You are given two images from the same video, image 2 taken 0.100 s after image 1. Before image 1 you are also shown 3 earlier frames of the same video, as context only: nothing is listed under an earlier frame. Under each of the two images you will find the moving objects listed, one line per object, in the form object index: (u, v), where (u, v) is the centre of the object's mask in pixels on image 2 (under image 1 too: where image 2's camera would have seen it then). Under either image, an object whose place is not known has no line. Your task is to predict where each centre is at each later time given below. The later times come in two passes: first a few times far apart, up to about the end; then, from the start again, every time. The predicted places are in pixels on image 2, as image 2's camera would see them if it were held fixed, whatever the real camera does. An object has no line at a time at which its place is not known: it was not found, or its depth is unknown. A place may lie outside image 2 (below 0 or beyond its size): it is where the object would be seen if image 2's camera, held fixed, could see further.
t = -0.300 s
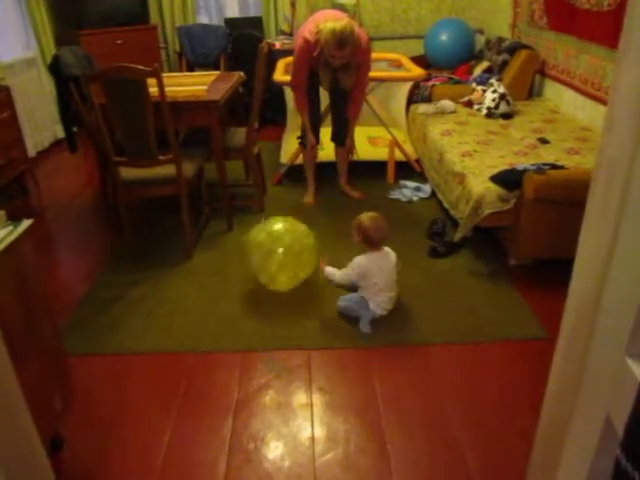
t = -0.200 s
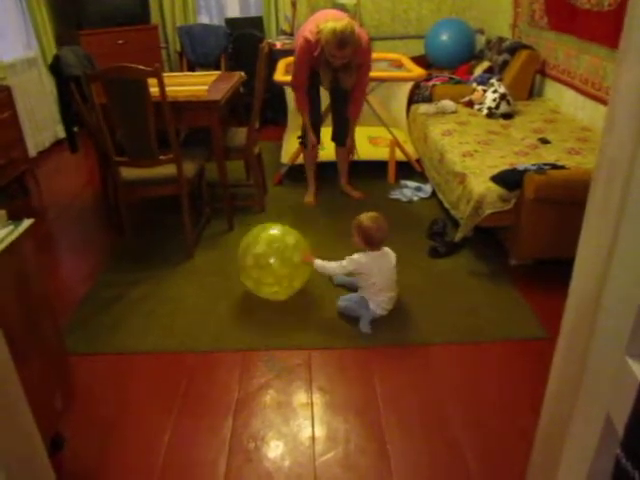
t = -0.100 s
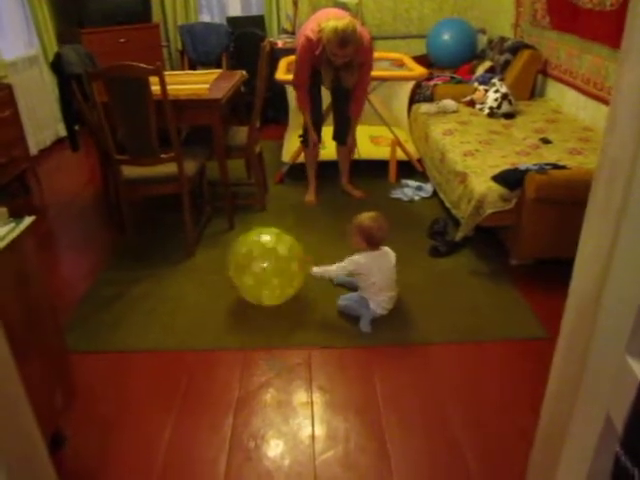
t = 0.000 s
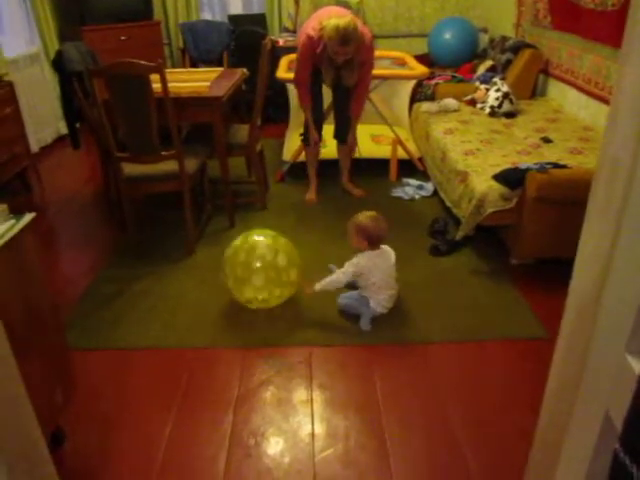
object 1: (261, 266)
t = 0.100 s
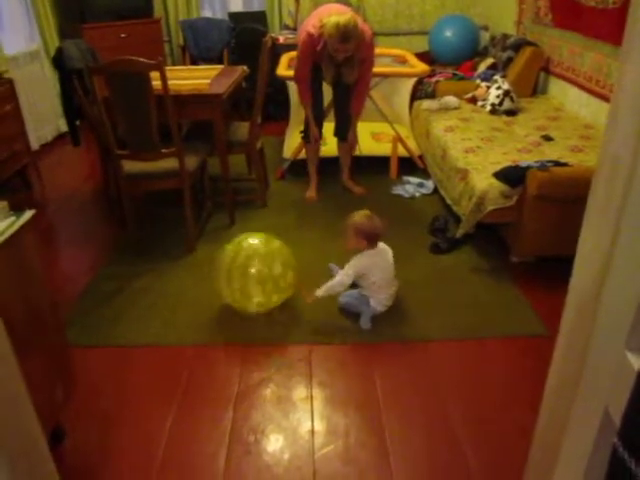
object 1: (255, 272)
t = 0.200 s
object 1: (248, 279)
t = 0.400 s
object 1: (233, 290)
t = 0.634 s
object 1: (215, 305)
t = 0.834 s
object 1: (206, 318)
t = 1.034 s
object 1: (197, 329)
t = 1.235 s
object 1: (191, 341)
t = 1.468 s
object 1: (188, 354)
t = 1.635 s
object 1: (188, 363)
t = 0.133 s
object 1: (252, 275)
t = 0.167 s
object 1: (250, 277)
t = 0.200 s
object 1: (248, 279)
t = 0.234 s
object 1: (245, 281)
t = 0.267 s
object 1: (243, 283)
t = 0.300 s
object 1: (241, 285)
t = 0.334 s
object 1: (238, 286)
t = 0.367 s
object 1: (236, 288)
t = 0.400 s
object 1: (233, 290)
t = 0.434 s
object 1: (230, 292)
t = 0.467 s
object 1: (229, 294)
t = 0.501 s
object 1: (225, 296)
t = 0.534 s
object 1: (223, 298)
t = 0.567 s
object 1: (221, 301)
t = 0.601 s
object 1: (219, 302)
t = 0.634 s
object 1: (215, 305)
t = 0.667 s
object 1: (214, 307)
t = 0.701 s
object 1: (212, 309)
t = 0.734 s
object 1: (210, 311)
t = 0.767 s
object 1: (209, 314)
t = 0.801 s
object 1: (207, 316)
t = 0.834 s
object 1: (206, 318)
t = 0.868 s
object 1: (204, 320)
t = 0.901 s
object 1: (203, 321)
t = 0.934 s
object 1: (201, 323)
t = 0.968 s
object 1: (200, 325)
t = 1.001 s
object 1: (199, 327)
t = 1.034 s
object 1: (197, 329)
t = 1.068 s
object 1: (196, 331)
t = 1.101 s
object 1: (195, 333)
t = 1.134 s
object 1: (194, 335)
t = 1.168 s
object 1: (193, 337)
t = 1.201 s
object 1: (192, 339)
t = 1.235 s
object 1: (191, 341)
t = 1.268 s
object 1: (191, 343)
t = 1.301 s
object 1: (190, 345)
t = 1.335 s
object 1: (190, 346)
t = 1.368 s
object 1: (190, 349)
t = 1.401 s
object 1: (189, 350)
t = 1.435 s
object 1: (189, 352)
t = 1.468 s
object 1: (188, 354)
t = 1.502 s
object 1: (188, 356)
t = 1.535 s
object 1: (188, 358)
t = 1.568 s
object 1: (188, 359)
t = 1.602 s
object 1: (188, 361)
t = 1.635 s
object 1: (188, 363)
